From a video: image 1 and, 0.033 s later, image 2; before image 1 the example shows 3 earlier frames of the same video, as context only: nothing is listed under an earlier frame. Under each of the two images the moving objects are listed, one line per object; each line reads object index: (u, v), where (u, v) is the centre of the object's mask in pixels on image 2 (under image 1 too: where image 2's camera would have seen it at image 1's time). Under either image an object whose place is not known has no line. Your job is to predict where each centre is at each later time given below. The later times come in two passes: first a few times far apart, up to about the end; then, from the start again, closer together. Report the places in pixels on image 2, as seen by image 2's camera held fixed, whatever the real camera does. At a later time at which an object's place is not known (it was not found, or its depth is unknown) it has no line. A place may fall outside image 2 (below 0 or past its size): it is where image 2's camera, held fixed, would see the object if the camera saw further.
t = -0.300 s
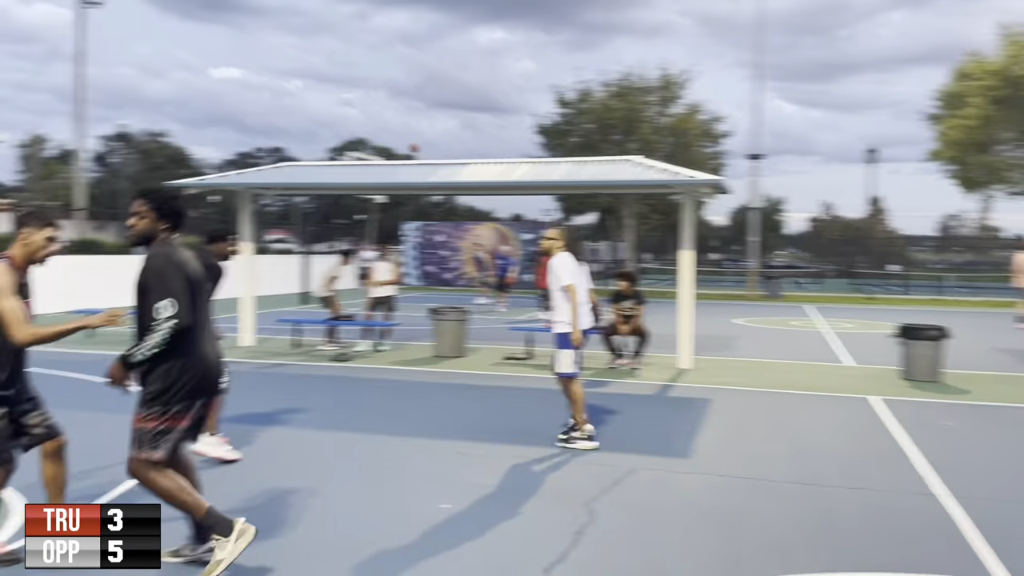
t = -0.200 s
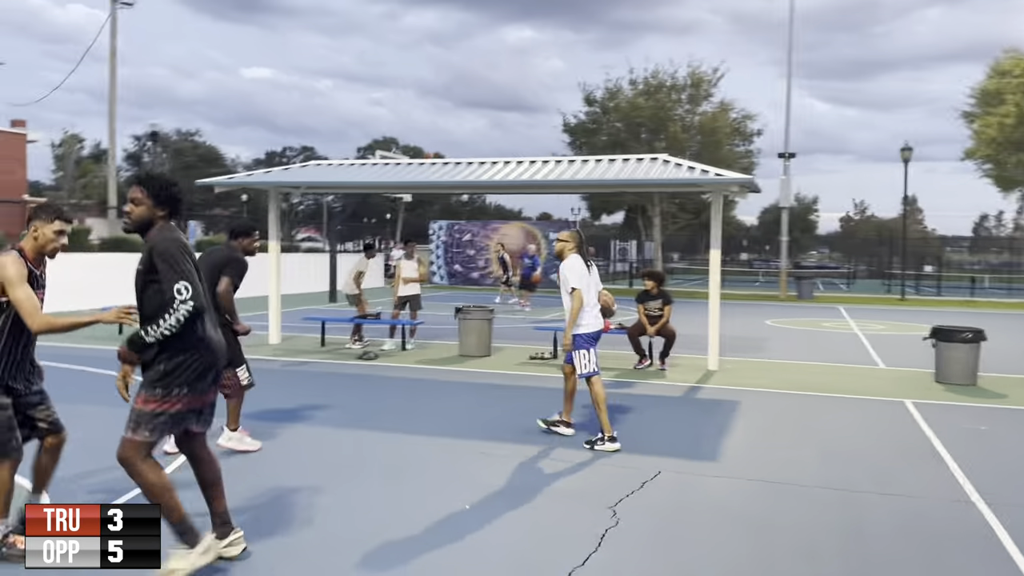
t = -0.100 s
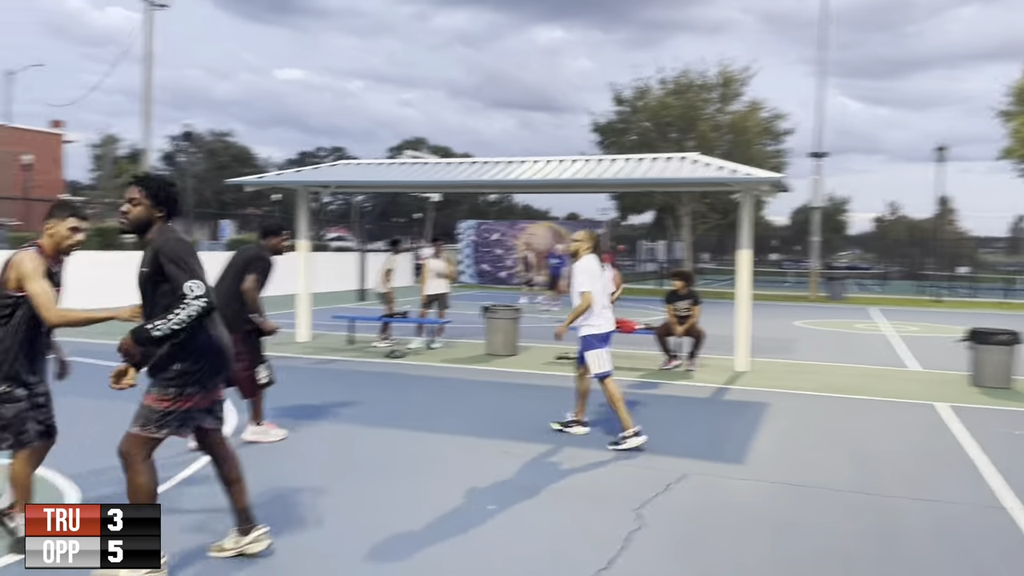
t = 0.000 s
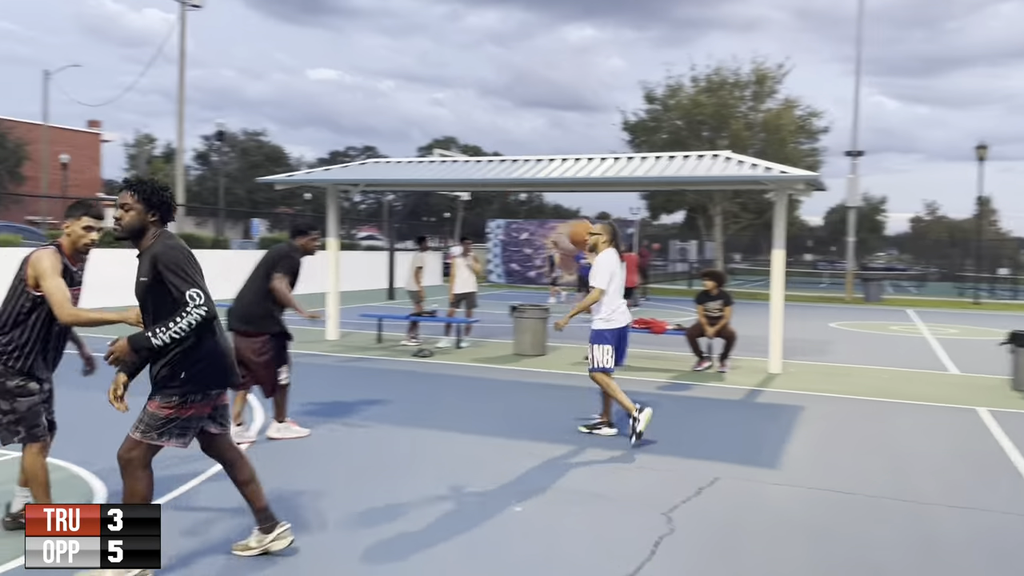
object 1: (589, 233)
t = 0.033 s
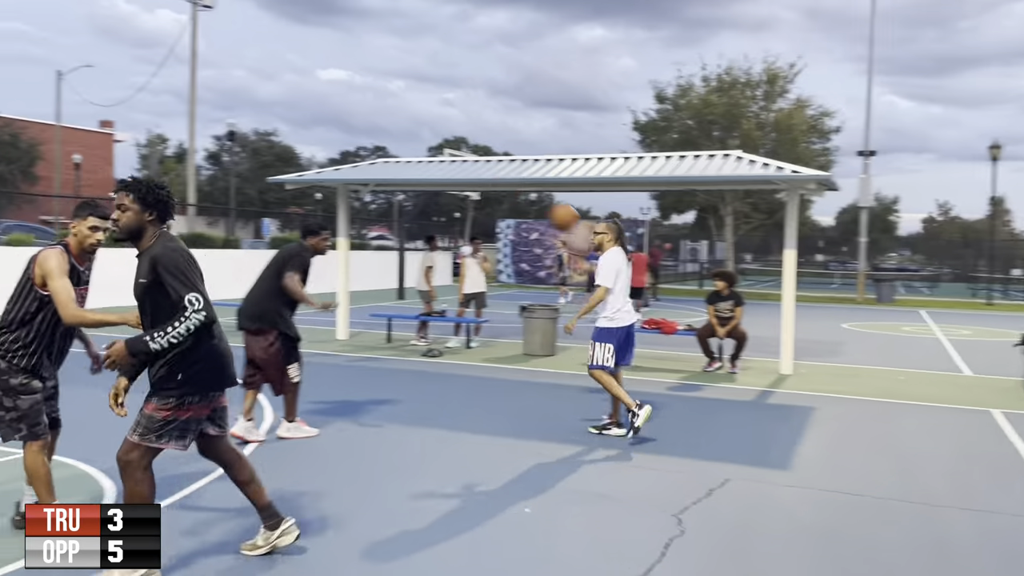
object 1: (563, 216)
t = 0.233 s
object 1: (388, 142)
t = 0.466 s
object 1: (168, 109)
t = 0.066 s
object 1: (535, 200)
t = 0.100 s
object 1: (507, 187)
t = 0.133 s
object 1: (477, 174)
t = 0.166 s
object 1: (447, 161)
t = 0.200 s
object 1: (419, 151)
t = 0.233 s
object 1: (388, 142)
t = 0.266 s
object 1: (358, 133)
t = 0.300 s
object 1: (329, 126)
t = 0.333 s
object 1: (299, 121)
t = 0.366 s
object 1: (267, 115)
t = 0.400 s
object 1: (234, 113)
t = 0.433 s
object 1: (202, 110)
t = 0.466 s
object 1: (168, 109)
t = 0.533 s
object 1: (101, 111)
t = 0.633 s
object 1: (-5, 123)
